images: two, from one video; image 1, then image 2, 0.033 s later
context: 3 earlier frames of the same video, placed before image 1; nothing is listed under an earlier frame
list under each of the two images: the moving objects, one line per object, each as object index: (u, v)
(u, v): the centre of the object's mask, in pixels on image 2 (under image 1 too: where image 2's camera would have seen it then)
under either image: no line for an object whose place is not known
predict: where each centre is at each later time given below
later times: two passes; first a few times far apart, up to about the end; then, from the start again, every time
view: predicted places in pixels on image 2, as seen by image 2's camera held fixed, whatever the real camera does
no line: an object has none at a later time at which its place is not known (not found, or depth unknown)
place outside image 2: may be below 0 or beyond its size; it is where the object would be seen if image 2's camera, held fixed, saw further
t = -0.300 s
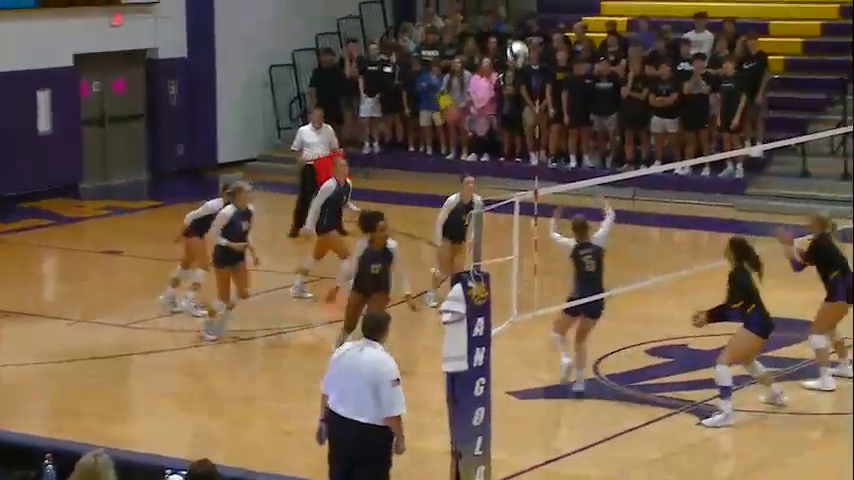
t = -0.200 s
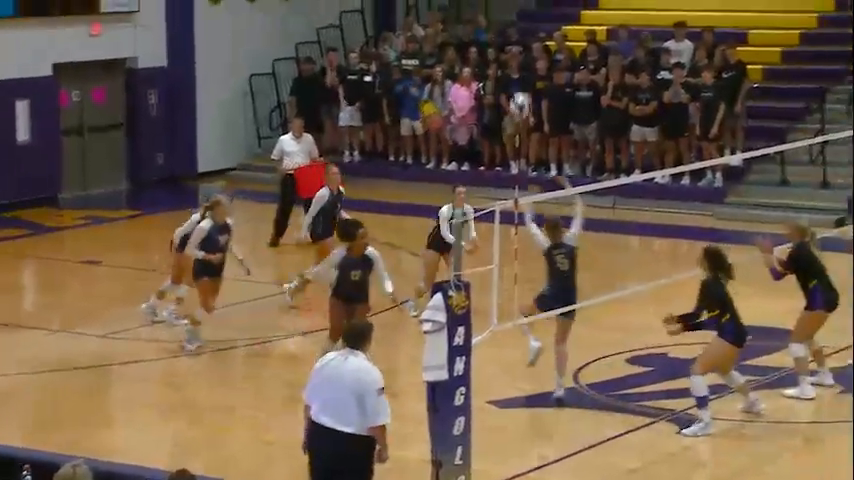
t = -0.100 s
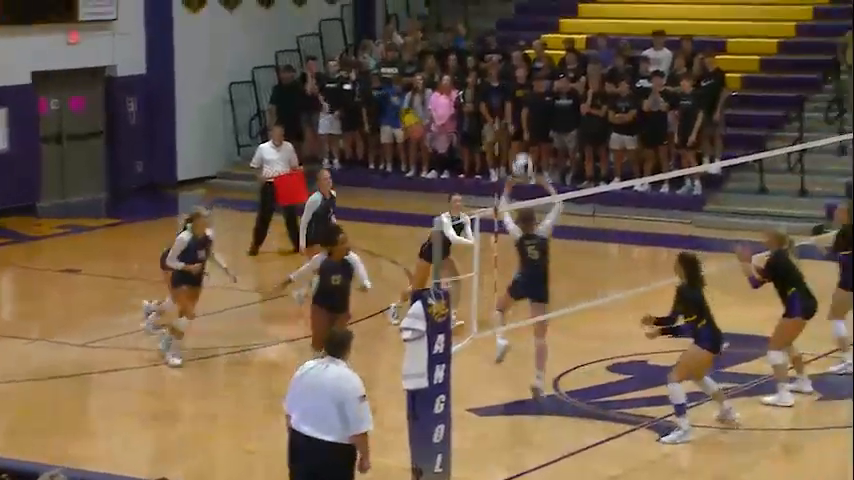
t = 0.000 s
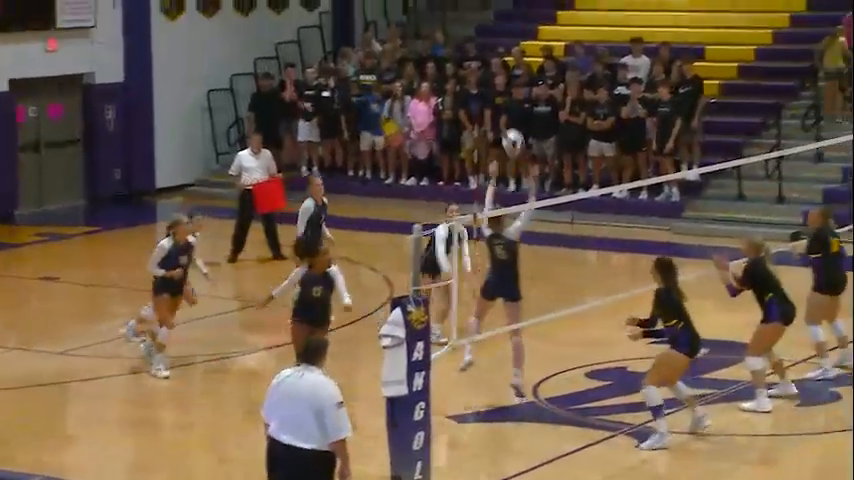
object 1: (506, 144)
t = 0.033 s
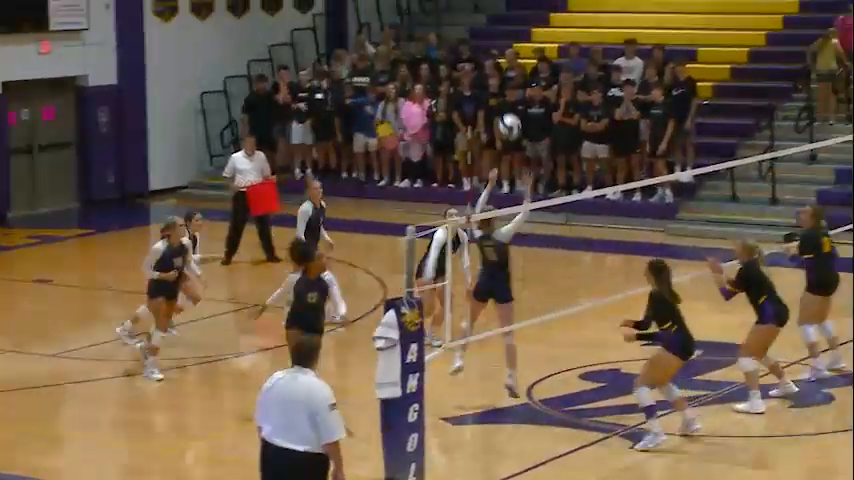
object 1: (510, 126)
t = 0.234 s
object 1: (527, 47)
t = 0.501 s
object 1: (551, 7)
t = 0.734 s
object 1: (573, 31)
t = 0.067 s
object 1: (513, 110)
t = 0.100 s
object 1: (516, 95)
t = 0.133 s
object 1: (518, 81)
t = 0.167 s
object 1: (522, 69)
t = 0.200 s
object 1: (525, 58)
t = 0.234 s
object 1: (527, 47)
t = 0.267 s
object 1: (529, 38)
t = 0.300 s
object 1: (532, 29)
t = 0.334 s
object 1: (535, 21)
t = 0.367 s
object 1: (538, 17)
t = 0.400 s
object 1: (542, 13)
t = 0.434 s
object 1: (544, 10)
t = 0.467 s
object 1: (548, 8)
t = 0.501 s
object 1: (551, 7)
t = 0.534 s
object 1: (553, 7)
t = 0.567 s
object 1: (556, 9)
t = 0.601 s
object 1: (559, 12)
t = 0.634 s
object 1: (562, 14)
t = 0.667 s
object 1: (566, 19)
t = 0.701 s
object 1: (570, 25)
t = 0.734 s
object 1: (573, 31)
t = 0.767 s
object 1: (575, 40)
